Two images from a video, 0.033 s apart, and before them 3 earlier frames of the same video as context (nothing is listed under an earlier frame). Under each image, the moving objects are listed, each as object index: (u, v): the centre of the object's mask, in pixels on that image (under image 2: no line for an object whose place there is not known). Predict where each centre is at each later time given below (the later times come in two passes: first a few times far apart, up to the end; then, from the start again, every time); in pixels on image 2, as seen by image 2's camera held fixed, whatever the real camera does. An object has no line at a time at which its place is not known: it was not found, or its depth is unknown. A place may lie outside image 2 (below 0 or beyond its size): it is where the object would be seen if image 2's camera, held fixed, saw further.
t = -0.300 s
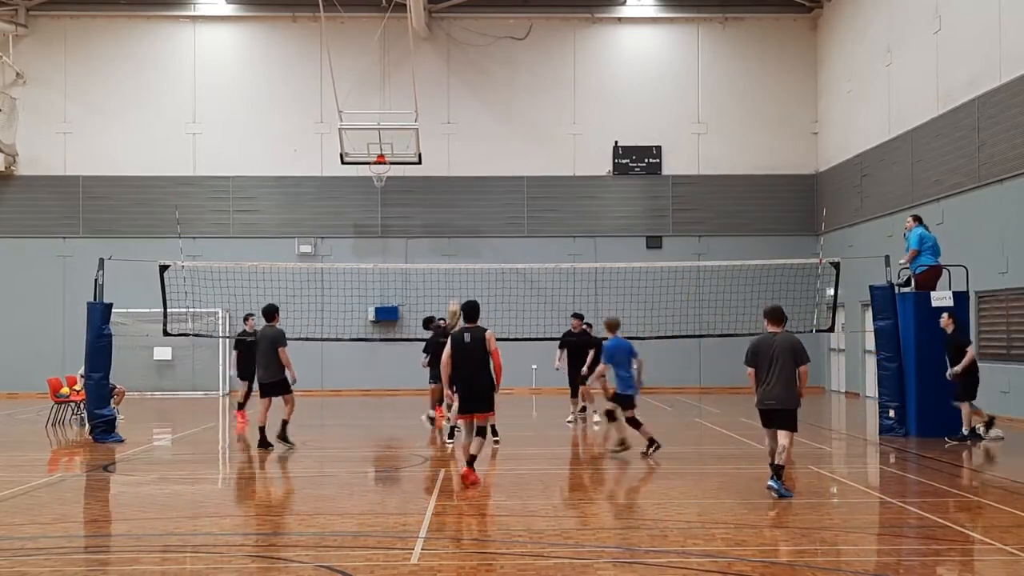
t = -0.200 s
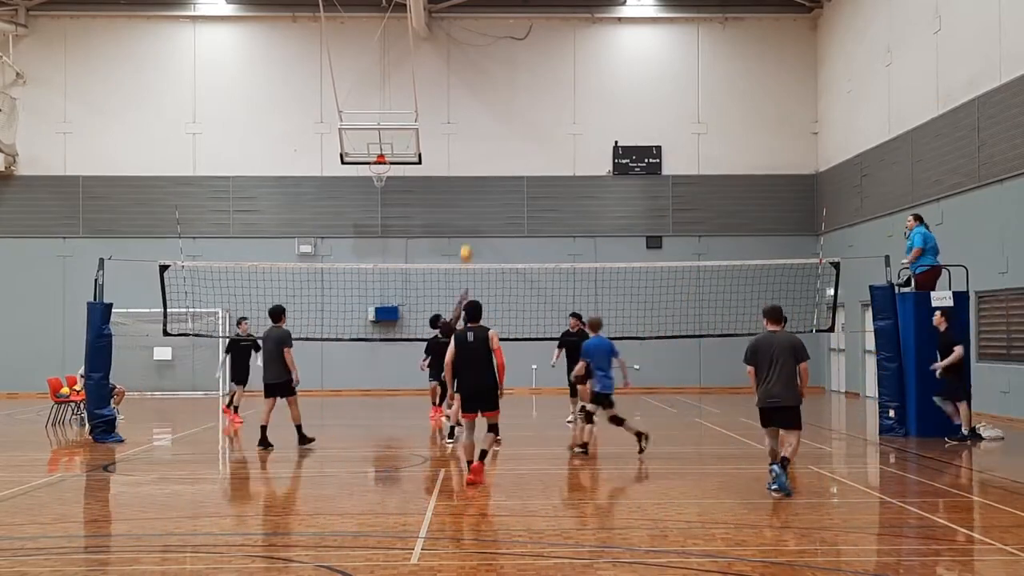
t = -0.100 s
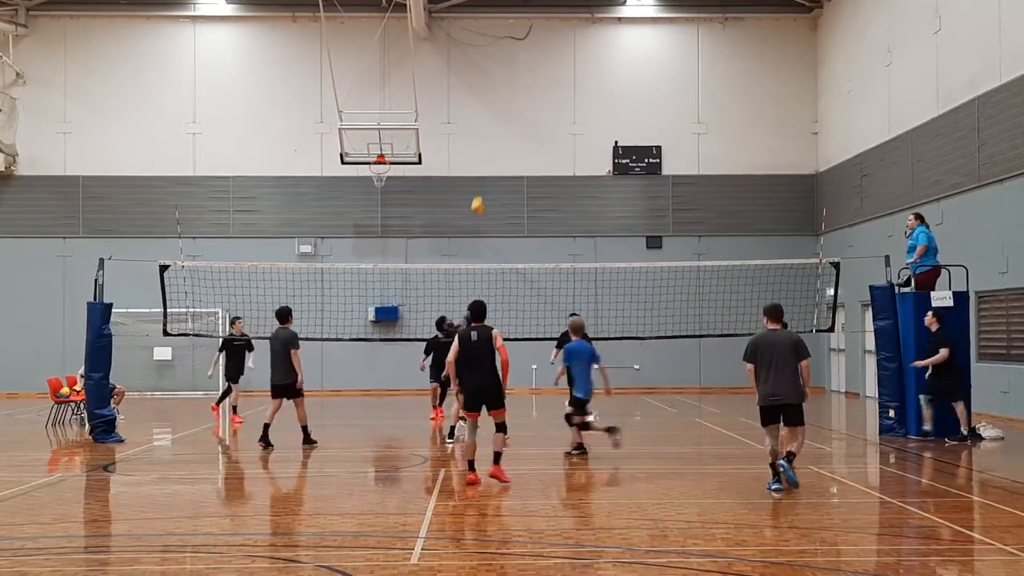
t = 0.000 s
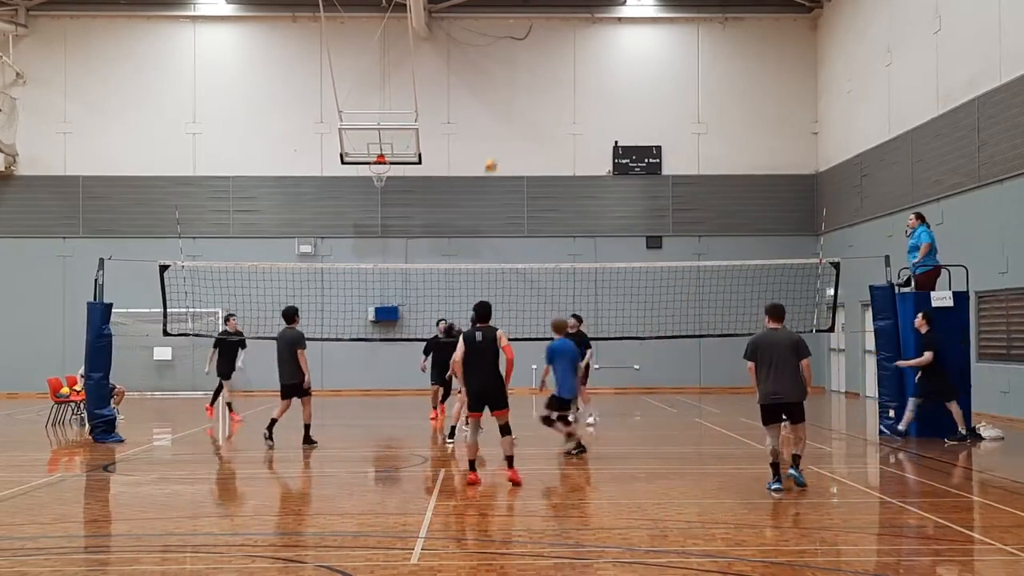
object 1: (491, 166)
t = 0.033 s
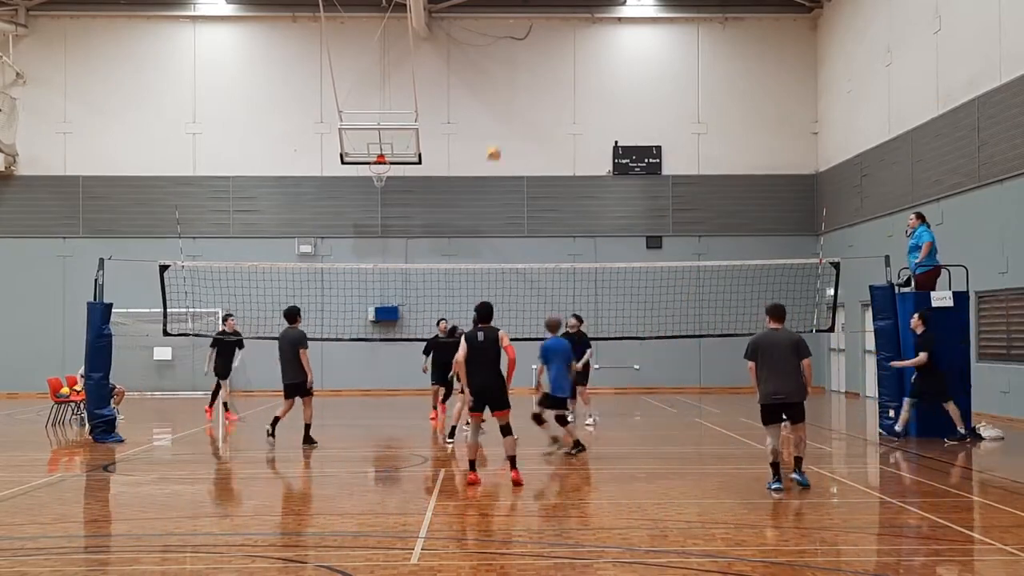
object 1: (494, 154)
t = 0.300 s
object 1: (525, 84)
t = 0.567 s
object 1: (556, 62)
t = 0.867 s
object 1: (590, 90)
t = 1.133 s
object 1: (619, 163)
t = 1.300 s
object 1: (636, 229)
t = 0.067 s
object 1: (498, 142)
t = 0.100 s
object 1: (502, 132)
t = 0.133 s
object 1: (506, 122)
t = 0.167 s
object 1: (510, 113)
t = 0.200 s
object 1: (514, 105)
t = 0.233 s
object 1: (518, 97)
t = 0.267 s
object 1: (521, 90)
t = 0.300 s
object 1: (525, 84)
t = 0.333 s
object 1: (529, 79)
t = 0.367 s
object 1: (533, 74)
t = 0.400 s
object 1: (537, 71)
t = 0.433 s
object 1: (540, 67)
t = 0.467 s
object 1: (544, 65)
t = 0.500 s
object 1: (549, 63)
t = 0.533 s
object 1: (552, 62)
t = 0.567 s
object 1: (556, 62)
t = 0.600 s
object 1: (560, 62)
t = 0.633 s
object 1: (563, 63)
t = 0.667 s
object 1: (567, 65)
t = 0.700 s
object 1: (570, 67)
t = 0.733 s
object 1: (575, 70)
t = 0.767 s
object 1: (579, 75)
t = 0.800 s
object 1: (582, 79)
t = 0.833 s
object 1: (587, 84)
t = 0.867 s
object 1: (590, 90)
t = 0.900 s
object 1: (593, 97)
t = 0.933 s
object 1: (597, 105)
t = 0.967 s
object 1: (601, 113)
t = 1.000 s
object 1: (604, 122)
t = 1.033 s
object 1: (608, 131)
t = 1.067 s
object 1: (612, 142)
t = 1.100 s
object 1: (615, 152)
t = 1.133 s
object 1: (619, 163)
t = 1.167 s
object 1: (623, 175)
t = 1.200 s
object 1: (626, 188)
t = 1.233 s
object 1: (630, 201)
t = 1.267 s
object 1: (633, 214)
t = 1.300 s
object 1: (636, 229)
